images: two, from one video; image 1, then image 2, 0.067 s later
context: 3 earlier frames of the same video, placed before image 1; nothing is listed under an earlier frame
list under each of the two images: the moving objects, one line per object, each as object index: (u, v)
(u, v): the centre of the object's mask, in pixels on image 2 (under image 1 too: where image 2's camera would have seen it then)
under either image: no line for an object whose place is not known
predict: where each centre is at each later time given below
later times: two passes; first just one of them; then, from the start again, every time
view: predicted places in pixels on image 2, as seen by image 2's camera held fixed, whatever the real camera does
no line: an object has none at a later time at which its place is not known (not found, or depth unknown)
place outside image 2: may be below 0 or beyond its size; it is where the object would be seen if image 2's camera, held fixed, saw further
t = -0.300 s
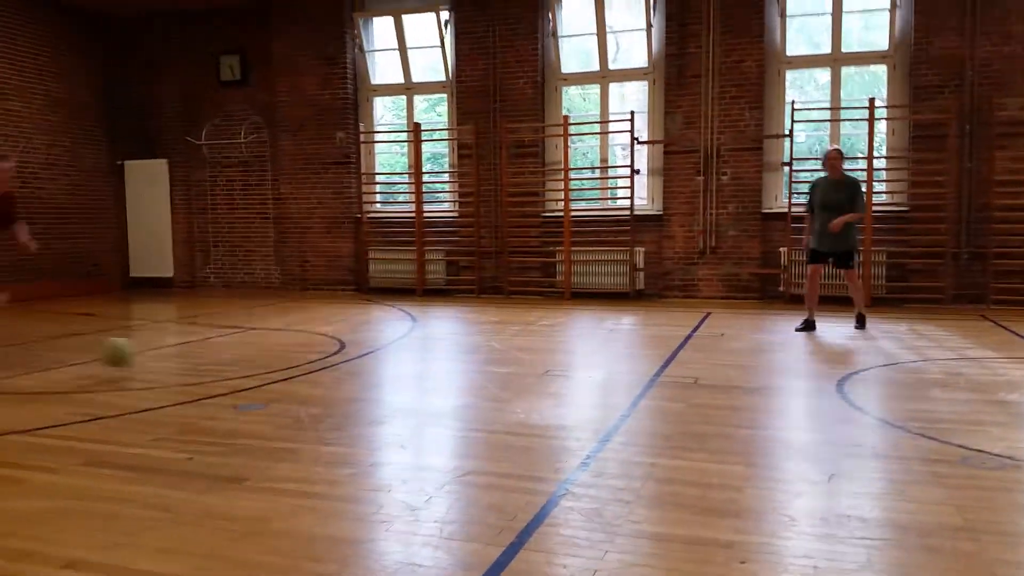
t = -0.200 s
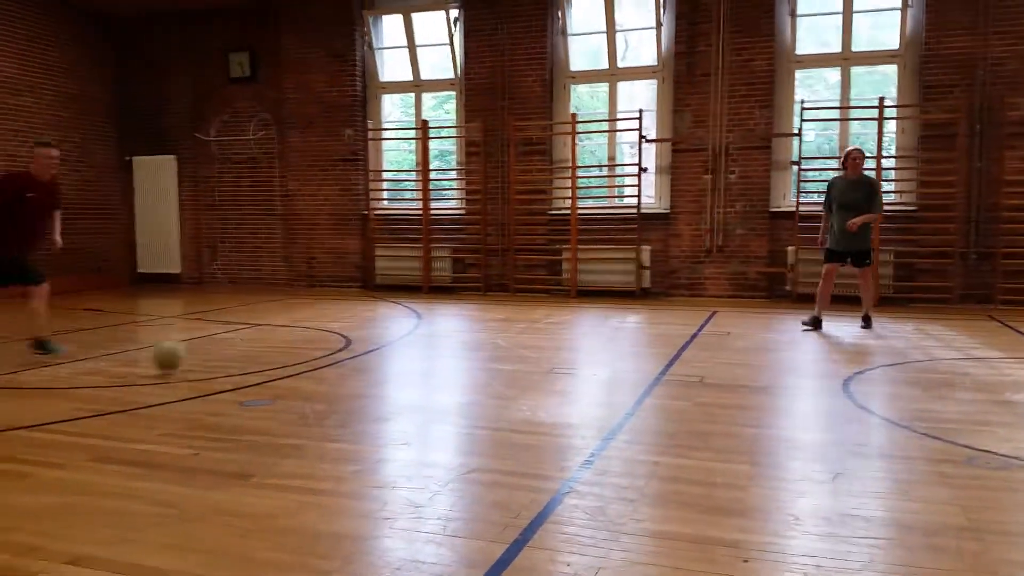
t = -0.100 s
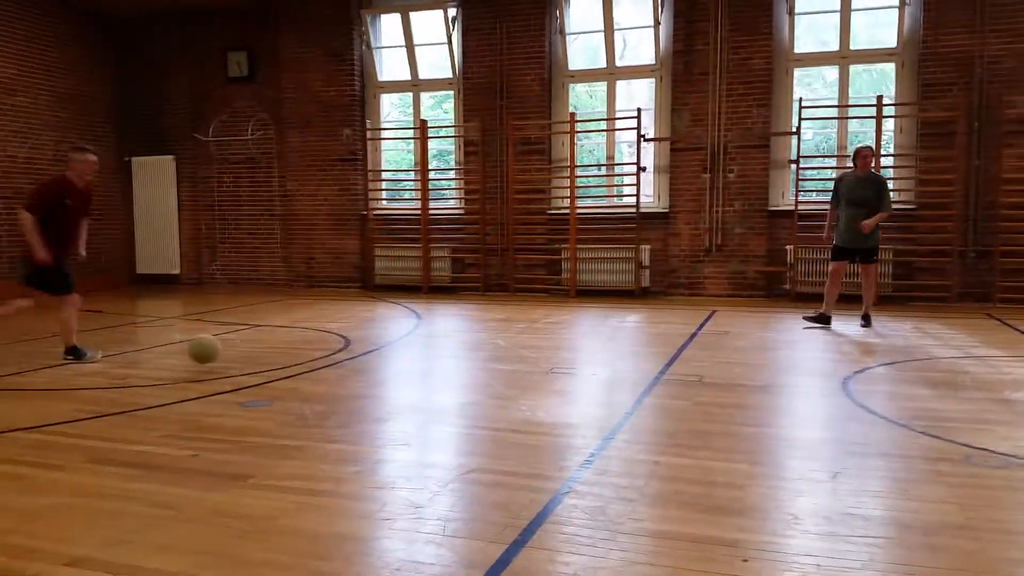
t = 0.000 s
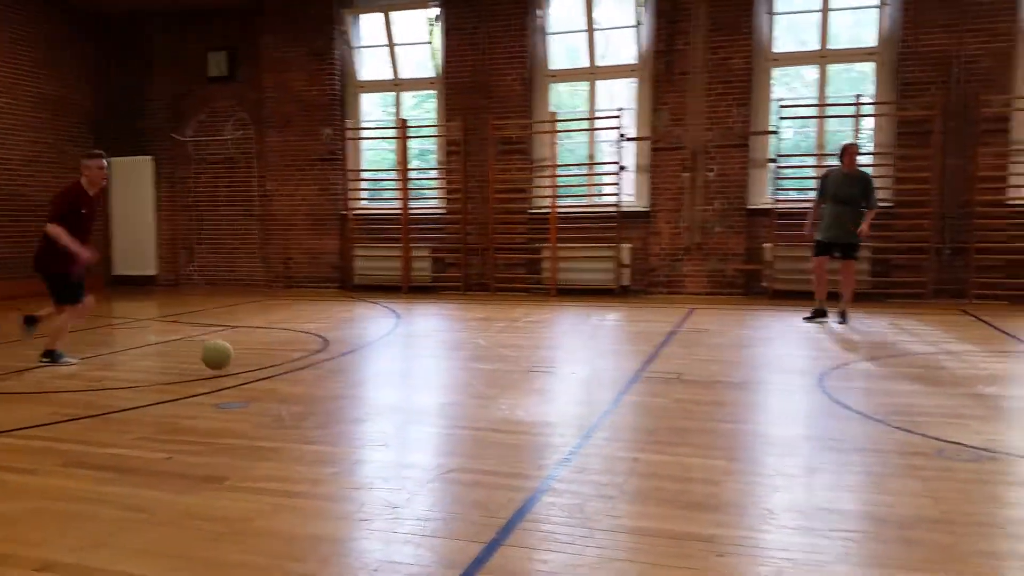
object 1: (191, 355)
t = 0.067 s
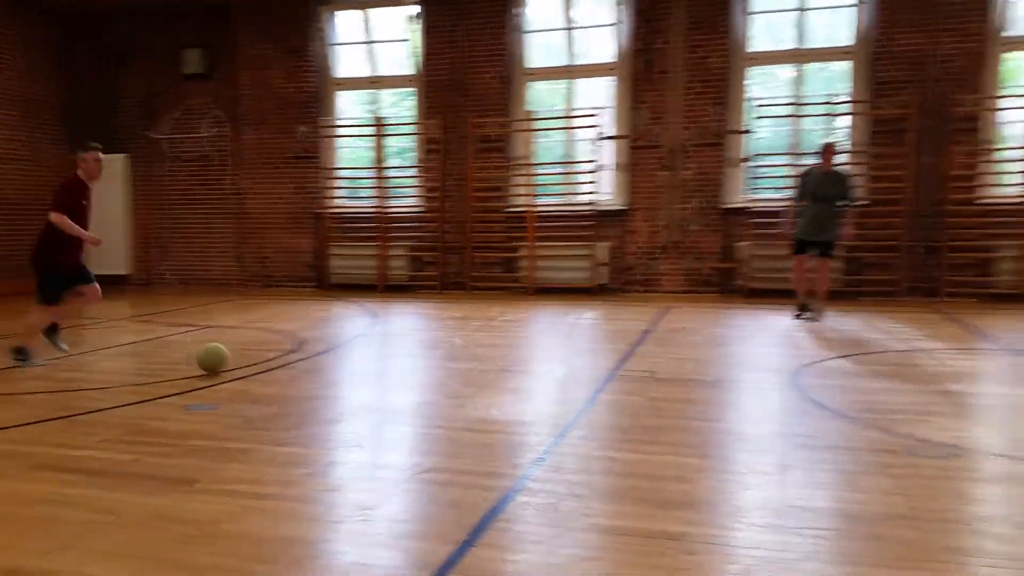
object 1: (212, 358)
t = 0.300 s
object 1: (289, 354)
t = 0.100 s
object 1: (223, 354)
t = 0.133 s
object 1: (235, 352)
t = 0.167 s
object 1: (245, 353)
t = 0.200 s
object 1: (256, 353)
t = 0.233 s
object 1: (268, 355)
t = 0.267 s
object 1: (277, 357)
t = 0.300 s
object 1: (289, 354)
